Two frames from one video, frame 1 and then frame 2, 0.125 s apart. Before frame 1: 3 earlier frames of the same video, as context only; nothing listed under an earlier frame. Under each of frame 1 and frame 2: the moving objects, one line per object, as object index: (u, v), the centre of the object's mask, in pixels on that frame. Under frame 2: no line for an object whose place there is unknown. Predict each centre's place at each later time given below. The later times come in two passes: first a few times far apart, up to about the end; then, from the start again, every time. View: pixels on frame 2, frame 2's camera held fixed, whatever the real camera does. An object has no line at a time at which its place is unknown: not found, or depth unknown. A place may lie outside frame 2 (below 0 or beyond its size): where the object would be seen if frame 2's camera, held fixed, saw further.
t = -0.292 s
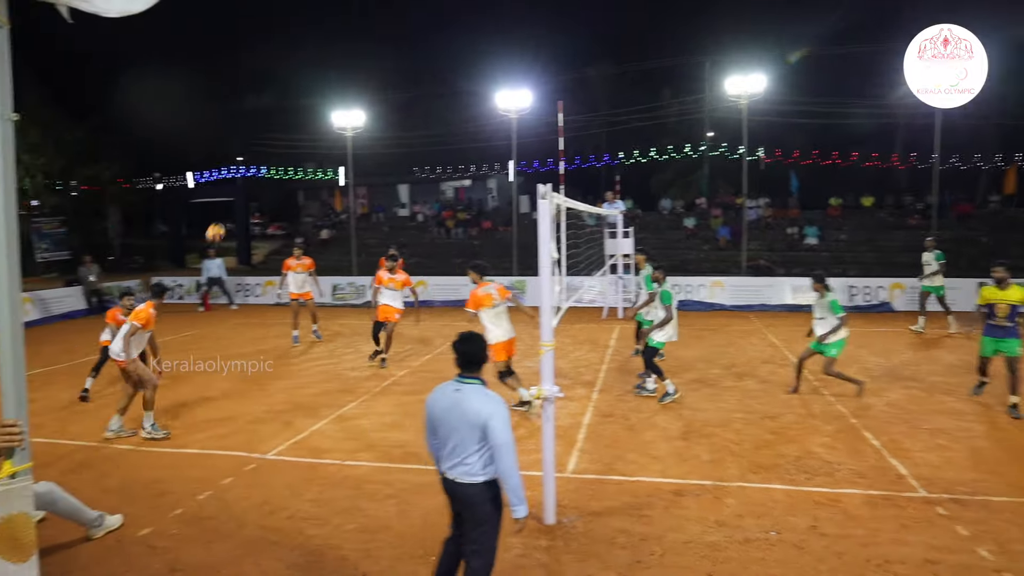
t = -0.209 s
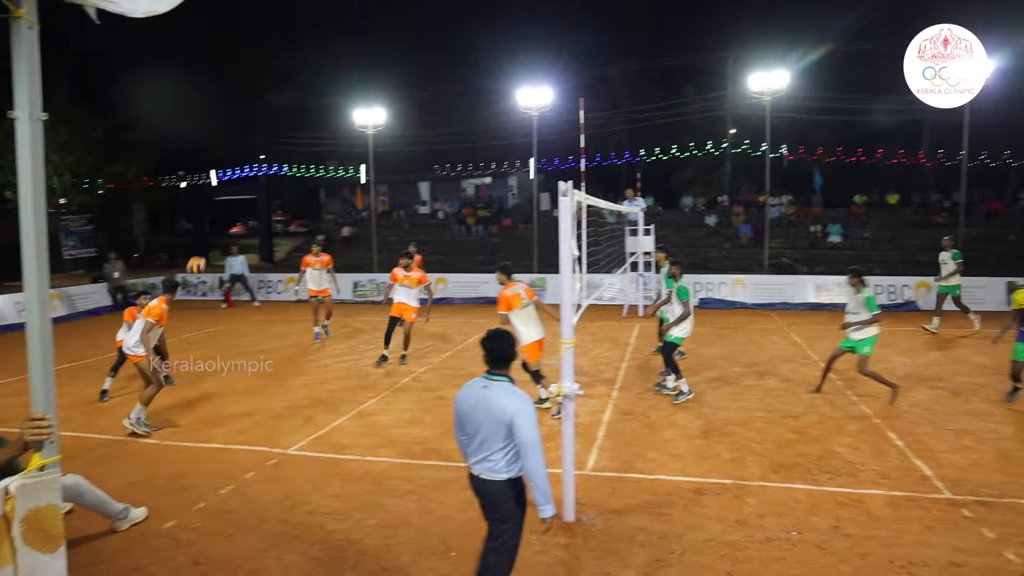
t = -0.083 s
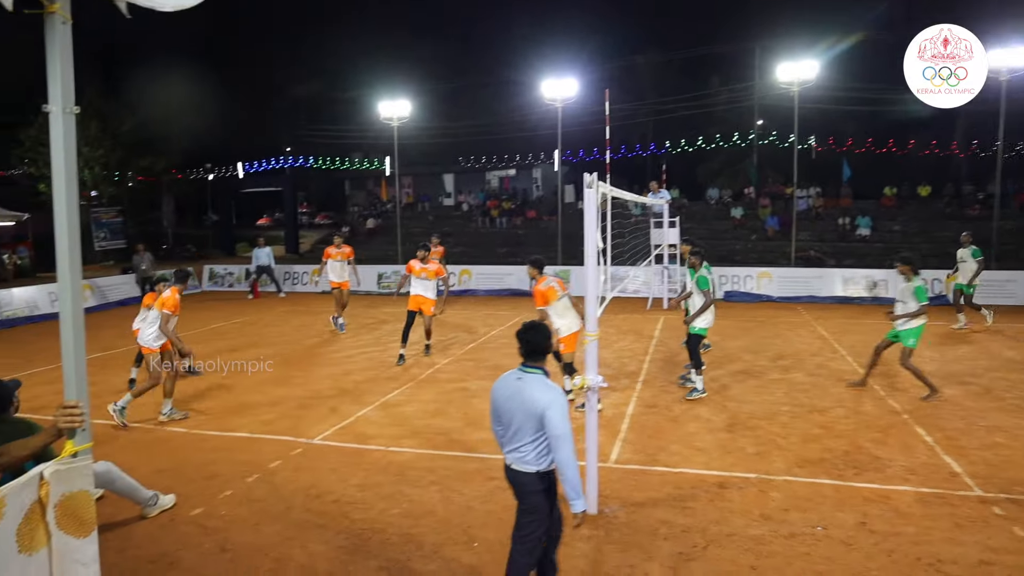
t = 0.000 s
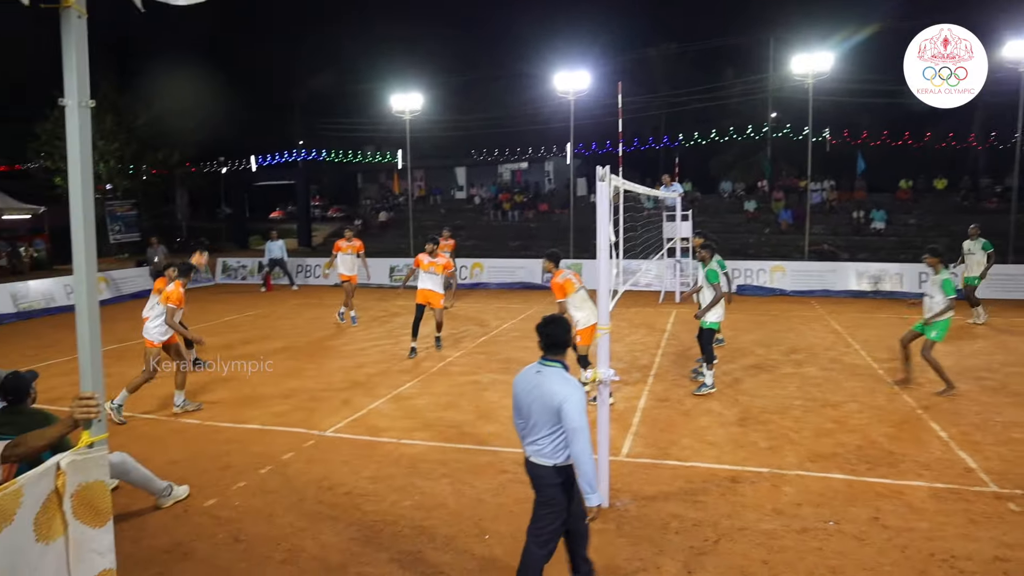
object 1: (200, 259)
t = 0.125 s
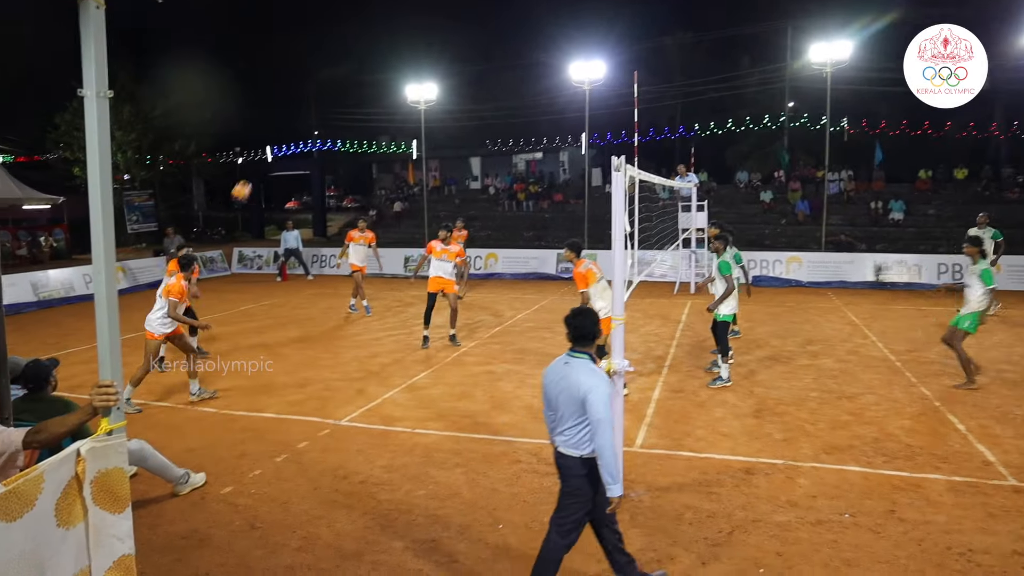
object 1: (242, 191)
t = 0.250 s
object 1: (271, 138)
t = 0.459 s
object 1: (324, 76)
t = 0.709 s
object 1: (390, 43)
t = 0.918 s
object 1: (446, 49)
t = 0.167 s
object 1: (251, 172)
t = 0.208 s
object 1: (260, 156)
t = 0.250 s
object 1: (271, 138)
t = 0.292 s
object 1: (282, 124)
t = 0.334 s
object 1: (292, 110)
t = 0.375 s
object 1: (302, 98)
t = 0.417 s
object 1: (313, 86)
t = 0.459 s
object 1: (324, 76)
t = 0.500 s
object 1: (334, 67)
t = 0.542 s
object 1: (345, 60)
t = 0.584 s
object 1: (356, 53)
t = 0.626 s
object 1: (368, 48)
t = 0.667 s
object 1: (379, 45)
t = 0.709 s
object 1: (390, 43)
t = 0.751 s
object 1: (402, 42)
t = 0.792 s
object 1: (413, 41)
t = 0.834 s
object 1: (424, 42)
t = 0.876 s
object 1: (435, 45)
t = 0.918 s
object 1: (446, 49)
